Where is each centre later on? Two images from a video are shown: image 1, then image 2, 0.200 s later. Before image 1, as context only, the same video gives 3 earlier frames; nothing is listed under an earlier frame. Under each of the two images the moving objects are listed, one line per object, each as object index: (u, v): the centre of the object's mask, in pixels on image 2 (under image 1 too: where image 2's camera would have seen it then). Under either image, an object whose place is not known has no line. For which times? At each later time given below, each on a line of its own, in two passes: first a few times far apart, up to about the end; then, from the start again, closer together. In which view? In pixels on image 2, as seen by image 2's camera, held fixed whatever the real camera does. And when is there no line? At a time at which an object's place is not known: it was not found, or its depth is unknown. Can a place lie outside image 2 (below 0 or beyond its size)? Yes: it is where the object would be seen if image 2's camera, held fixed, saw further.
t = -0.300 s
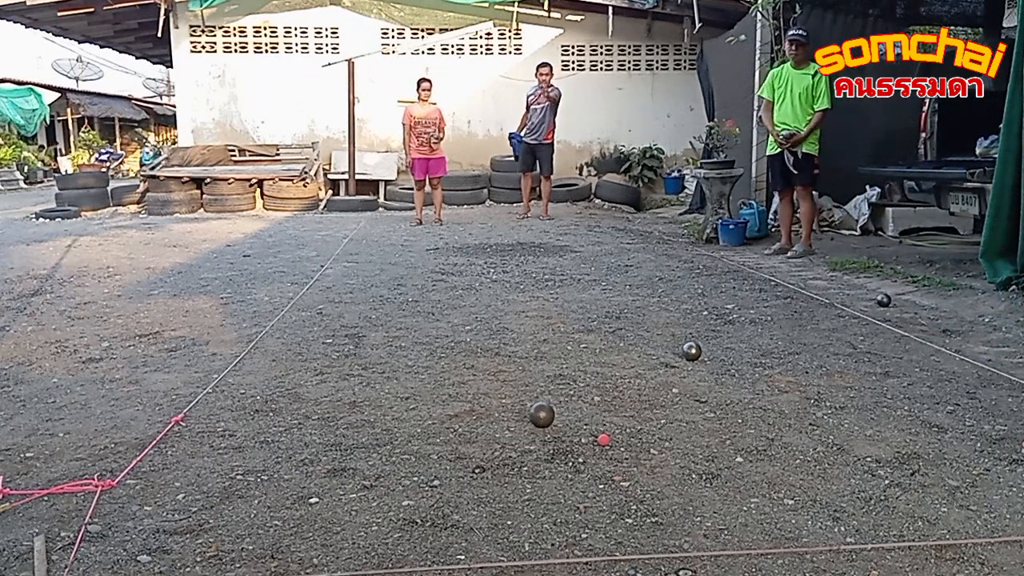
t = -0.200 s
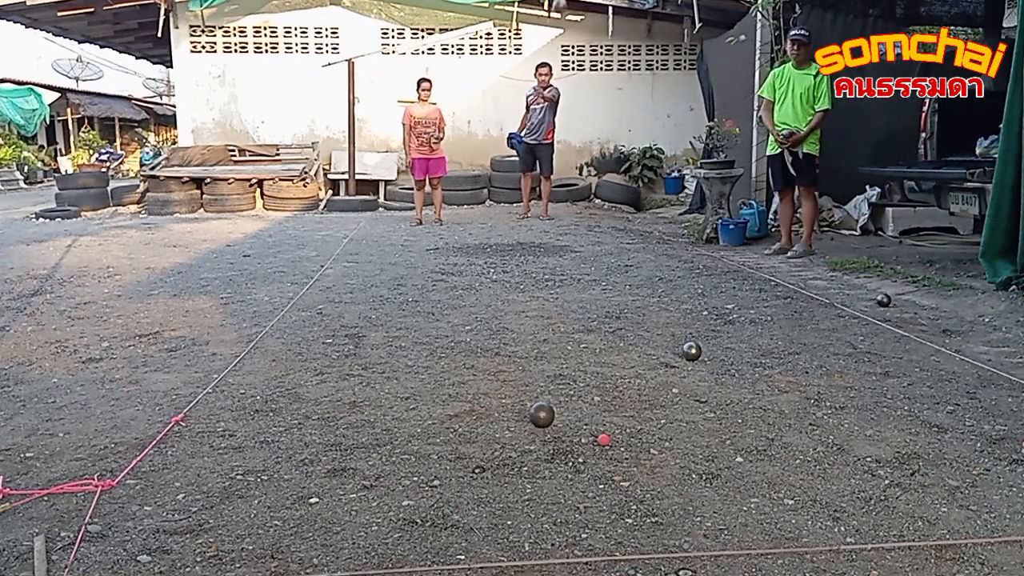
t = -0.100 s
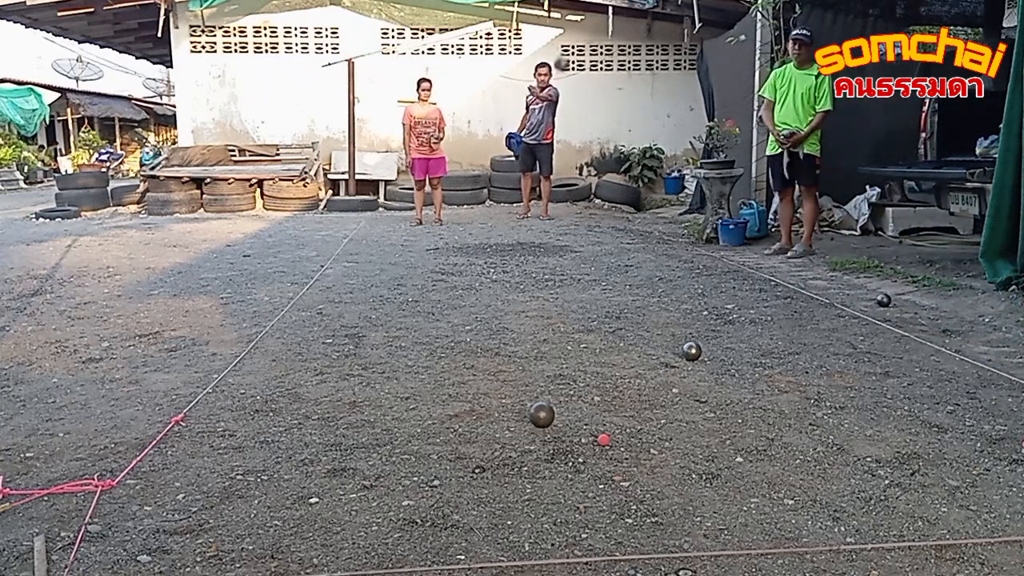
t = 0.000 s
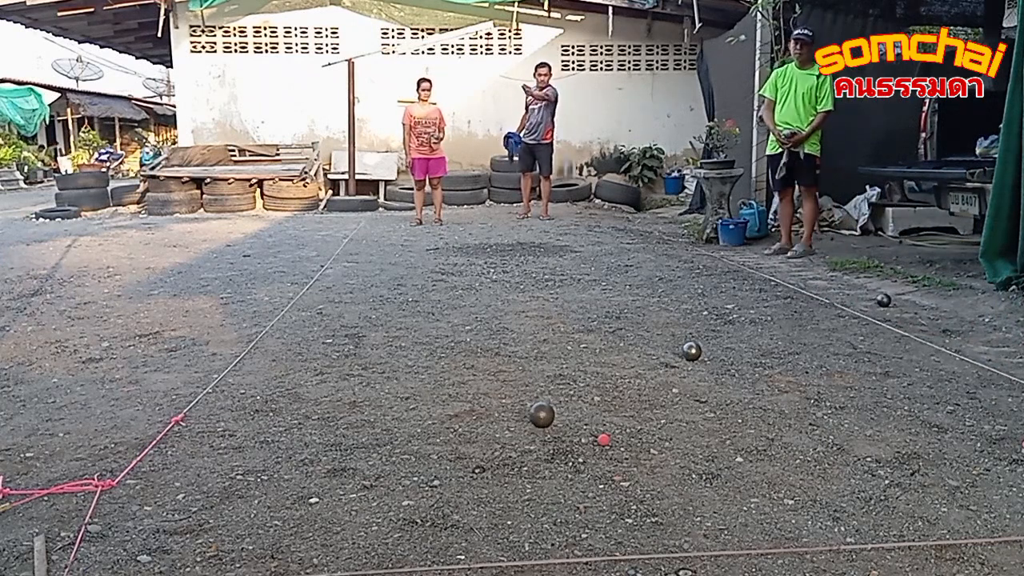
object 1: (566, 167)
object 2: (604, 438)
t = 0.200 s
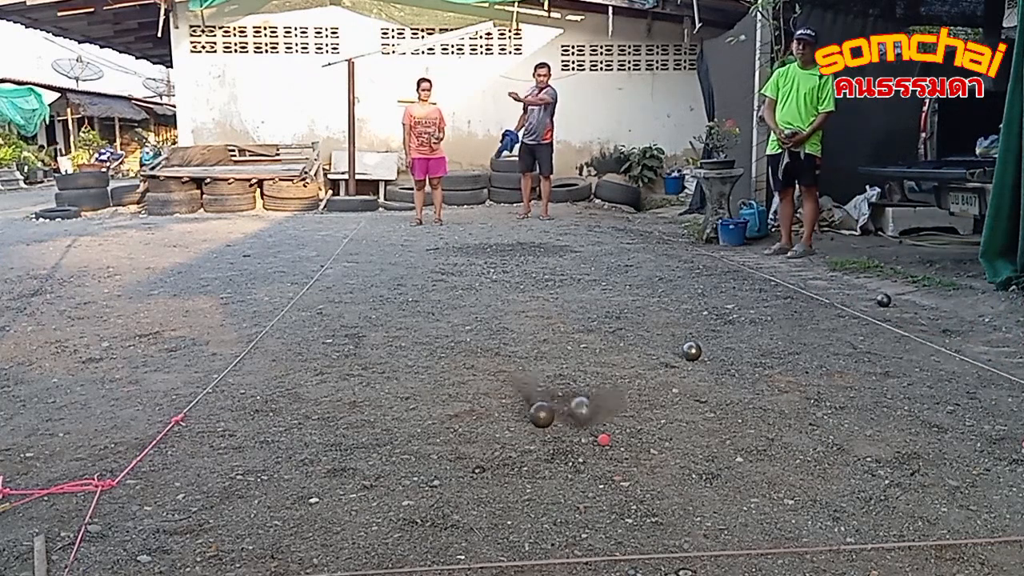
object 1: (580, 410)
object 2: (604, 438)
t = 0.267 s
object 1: (593, 436)
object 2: (616, 440)
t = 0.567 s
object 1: (659, 544)
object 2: (792, 541)
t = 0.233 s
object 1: (587, 423)
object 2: (604, 439)
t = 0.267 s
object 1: (593, 436)
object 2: (616, 440)
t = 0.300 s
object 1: (600, 445)
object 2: (633, 442)
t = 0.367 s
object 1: (614, 467)
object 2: (672, 460)
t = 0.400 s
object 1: (619, 475)
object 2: (694, 479)
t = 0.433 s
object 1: (627, 487)
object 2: (716, 498)
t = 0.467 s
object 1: (636, 505)
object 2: (736, 509)
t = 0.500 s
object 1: (642, 518)
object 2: (754, 516)
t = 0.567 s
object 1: (659, 544)
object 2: (792, 541)
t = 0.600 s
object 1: (667, 558)
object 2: (810, 548)
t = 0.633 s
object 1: (675, 568)
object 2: (828, 561)
